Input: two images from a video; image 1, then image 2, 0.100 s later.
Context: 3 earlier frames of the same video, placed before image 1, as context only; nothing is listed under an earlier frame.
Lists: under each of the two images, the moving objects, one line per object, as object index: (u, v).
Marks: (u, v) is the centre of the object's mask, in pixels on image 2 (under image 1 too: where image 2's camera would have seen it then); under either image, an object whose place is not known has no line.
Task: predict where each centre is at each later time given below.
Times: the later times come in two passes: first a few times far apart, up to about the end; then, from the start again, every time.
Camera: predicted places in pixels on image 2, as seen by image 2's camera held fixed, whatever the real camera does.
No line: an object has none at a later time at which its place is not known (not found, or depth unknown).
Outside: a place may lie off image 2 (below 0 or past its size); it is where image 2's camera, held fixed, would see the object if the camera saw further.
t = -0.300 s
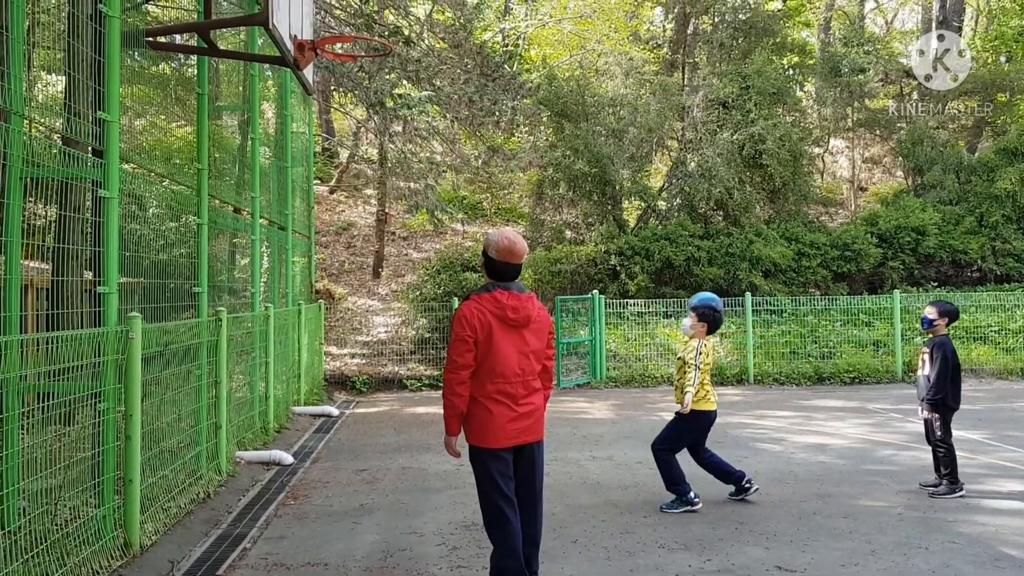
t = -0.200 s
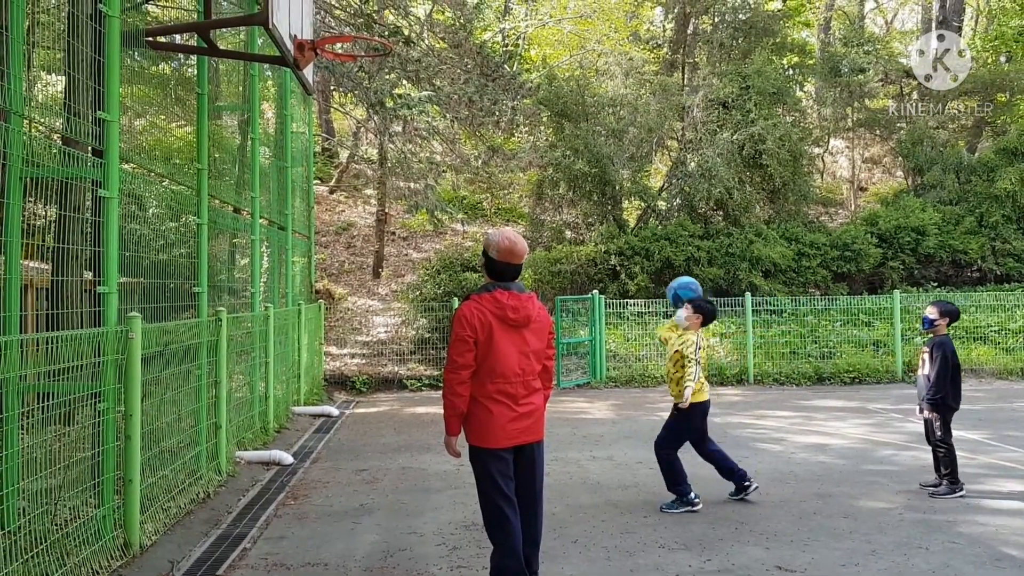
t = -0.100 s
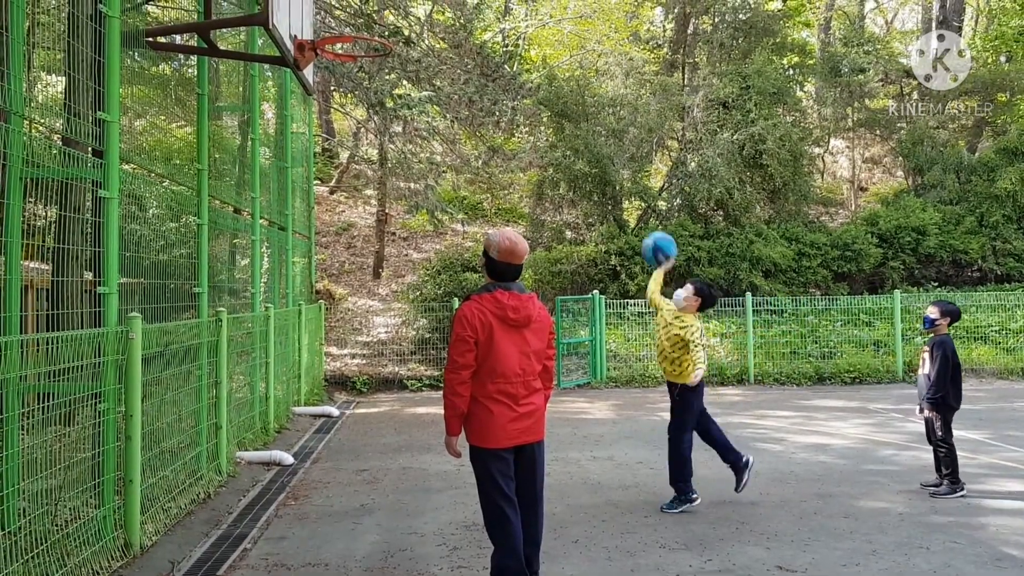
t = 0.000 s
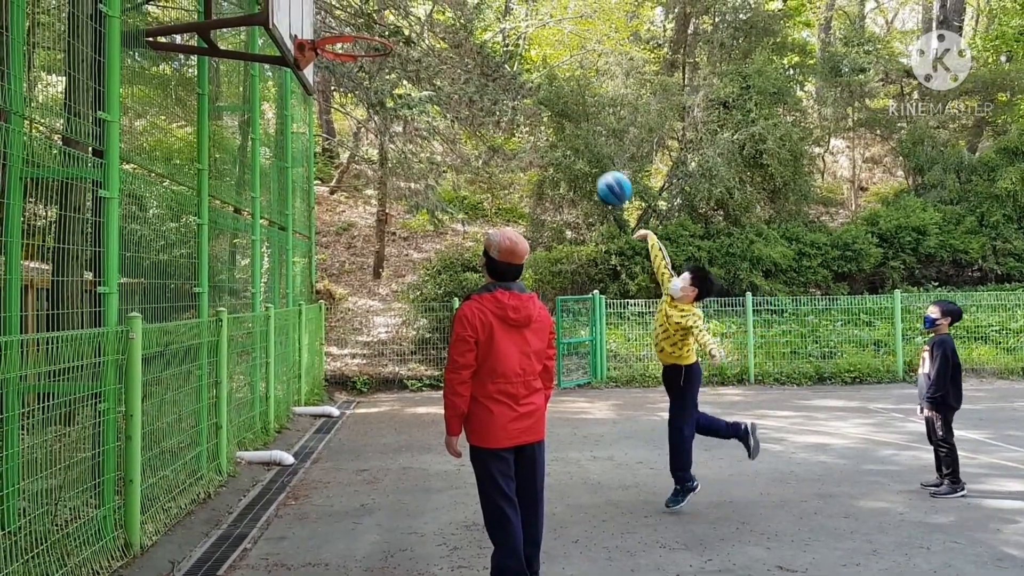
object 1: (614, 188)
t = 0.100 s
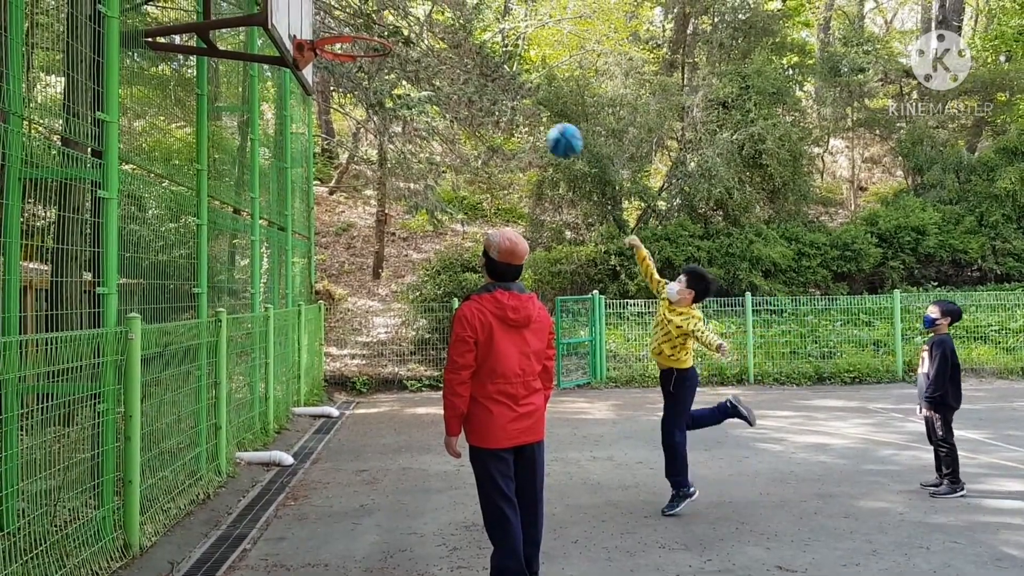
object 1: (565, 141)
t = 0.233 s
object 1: (499, 96)
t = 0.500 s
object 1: (373, 82)
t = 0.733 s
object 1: (325, 132)
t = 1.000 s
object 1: (274, 293)
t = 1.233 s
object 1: (232, 497)
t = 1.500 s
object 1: (222, 333)
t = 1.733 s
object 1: (215, 277)
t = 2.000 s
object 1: (207, 312)
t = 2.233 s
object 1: (201, 431)
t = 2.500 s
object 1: (277, 465)
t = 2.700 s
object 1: (357, 474)
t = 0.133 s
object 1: (548, 127)
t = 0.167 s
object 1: (532, 116)
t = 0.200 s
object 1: (516, 105)
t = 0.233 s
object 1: (499, 96)
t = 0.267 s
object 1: (483, 90)
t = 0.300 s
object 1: (467, 84)
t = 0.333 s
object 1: (450, 80)
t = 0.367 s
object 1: (433, 78)
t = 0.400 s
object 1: (417, 76)
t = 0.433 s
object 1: (401, 78)
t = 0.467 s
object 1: (384, 80)
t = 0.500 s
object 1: (373, 82)
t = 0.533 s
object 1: (365, 85)
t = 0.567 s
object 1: (357, 88)
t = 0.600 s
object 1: (350, 94)
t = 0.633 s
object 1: (344, 101)
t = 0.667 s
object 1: (338, 110)
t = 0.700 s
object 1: (331, 119)
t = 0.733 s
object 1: (325, 132)
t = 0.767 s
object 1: (319, 145)
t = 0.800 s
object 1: (313, 161)
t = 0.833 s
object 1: (307, 178)
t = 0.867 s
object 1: (300, 198)
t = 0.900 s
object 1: (294, 219)
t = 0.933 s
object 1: (287, 242)
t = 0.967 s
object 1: (281, 267)
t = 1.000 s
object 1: (274, 293)
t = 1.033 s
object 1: (268, 320)
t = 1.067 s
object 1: (260, 350)
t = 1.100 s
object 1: (254, 382)
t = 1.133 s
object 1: (247, 416)
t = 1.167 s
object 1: (241, 453)
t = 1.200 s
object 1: (235, 492)
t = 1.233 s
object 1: (232, 497)
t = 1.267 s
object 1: (230, 471)
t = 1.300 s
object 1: (229, 446)
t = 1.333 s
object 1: (228, 423)
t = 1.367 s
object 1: (227, 402)
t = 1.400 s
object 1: (225, 382)
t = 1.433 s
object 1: (224, 364)
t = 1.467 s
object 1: (223, 347)
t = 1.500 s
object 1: (222, 333)
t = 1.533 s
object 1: (221, 320)
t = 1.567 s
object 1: (220, 309)
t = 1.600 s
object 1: (219, 299)
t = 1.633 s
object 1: (218, 291)
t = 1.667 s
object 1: (217, 285)
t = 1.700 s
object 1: (216, 280)
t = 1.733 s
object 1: (215, 277)
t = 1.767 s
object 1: (214, 276)
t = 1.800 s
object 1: (213, 276)
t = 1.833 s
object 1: (212, 278)
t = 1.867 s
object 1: (211, 281)
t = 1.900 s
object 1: (210, 286)
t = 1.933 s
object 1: (209, 293)
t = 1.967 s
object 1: (208, 302)
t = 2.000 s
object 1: (207, 312)
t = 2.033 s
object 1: (206, 324)
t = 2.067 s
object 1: (205, 338)
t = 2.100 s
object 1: (204, 353)
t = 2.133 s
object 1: (203, 370)
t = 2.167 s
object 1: (203, 389)
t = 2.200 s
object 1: (202, 409)
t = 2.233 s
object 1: (201, 431)
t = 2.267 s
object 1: (200, 454)
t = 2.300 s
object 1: (204, 474)
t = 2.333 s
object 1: (210, 494)
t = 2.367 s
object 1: (222, 492)
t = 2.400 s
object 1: (236, 482)
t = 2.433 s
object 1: (250, 474)
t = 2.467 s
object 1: (263, 469)
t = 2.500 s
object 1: (277, 465)
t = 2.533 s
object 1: (289, 462)
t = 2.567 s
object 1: (303, 461)
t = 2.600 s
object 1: (317, 462)
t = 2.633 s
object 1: (330, 464)
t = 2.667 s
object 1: (343, 468)
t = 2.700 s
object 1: (357, 474)
